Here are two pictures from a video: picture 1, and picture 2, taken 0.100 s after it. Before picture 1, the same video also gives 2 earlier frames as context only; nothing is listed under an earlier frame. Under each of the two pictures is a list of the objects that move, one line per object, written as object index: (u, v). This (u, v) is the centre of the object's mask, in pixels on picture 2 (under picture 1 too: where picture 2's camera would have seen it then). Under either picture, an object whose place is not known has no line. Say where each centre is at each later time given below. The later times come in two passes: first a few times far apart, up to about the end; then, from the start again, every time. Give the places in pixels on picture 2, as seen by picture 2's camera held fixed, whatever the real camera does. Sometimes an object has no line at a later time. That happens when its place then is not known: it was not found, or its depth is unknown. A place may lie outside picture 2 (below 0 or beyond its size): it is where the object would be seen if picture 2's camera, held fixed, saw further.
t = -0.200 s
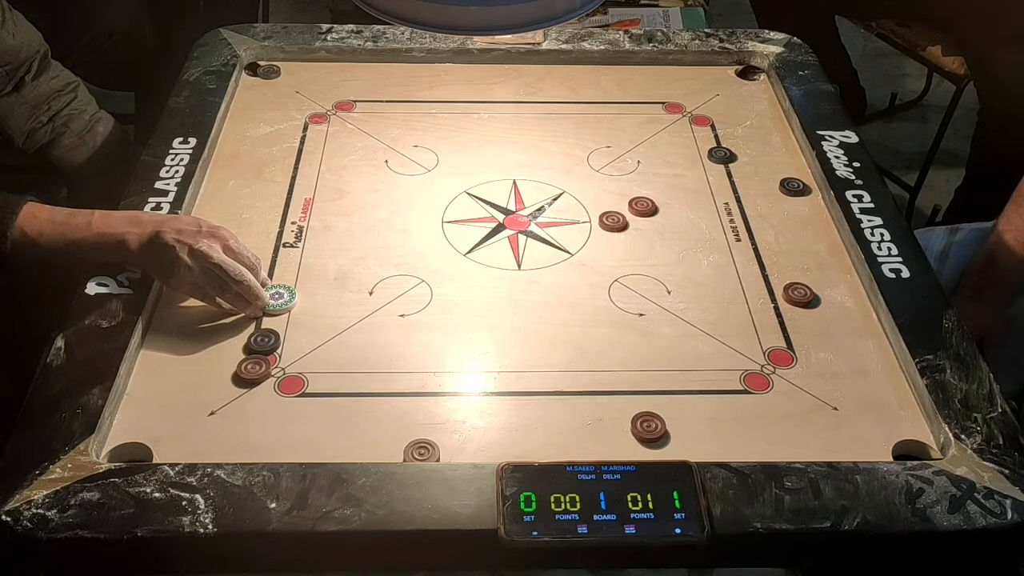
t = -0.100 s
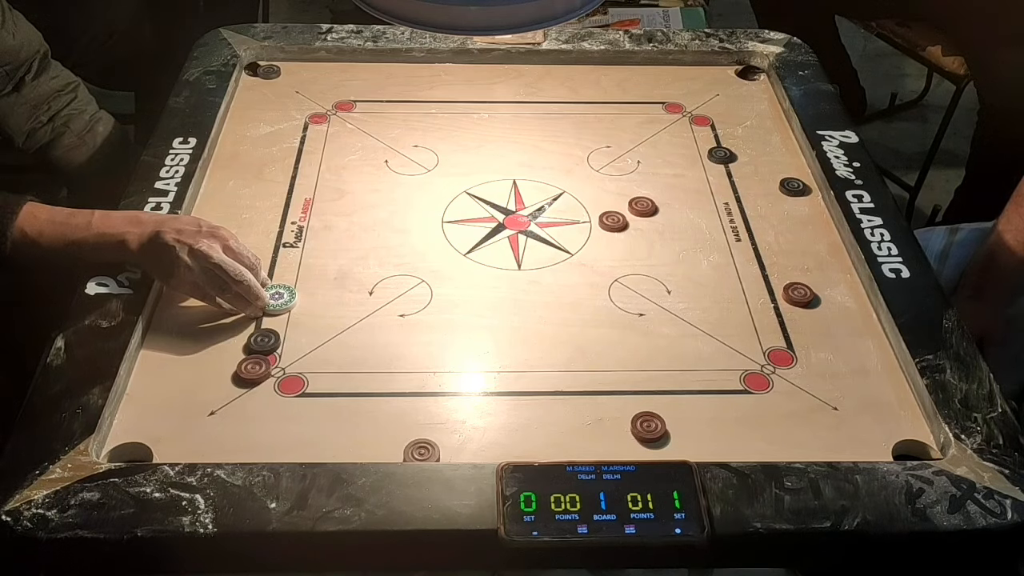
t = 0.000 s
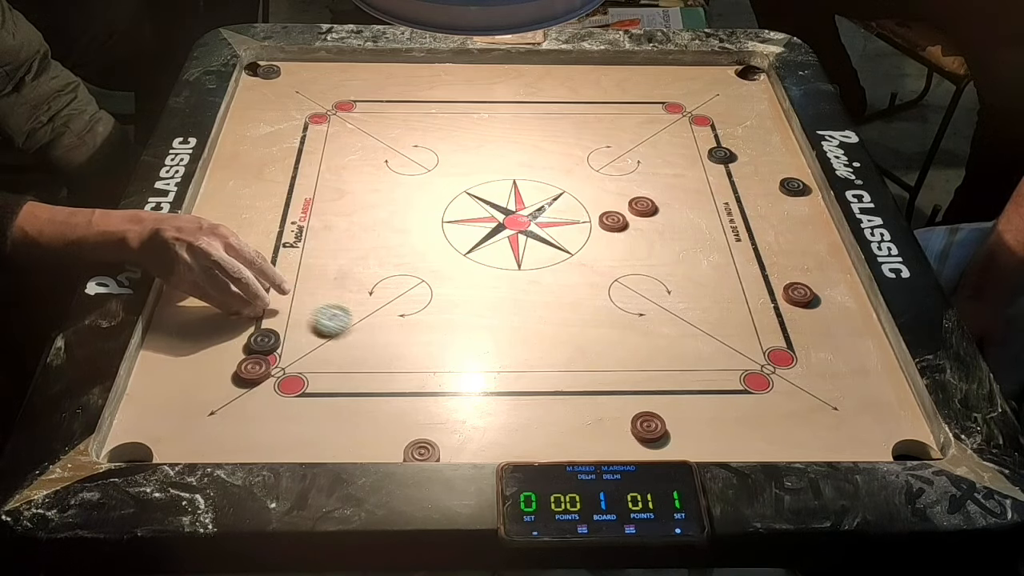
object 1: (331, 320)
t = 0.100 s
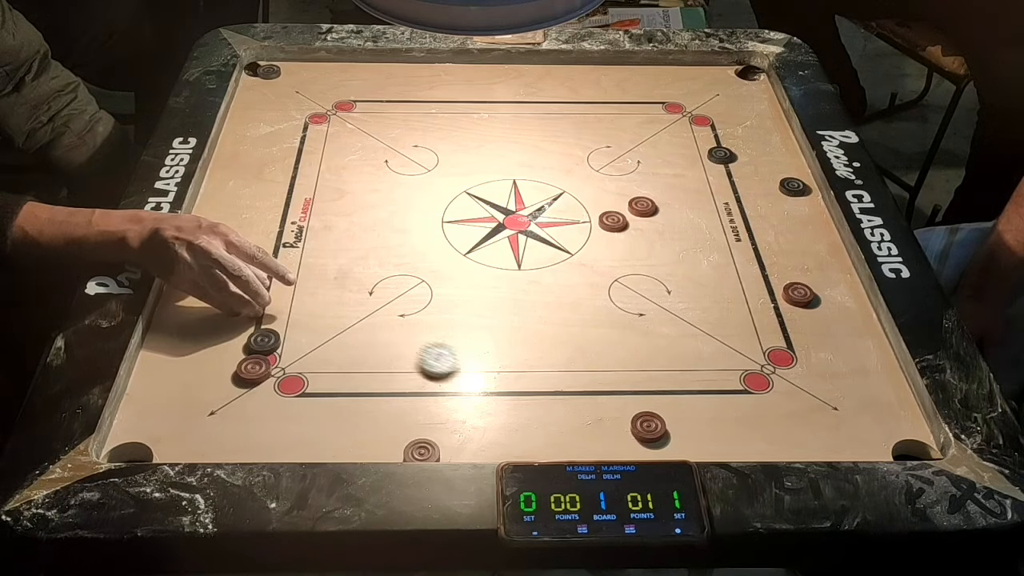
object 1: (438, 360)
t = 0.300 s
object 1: (622, 431)
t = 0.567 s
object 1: (682, 446)
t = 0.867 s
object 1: (683, 446)
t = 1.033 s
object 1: (683, 446)
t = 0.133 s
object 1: (473, 374)
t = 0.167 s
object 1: (508, 387)
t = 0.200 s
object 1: (541, 398)
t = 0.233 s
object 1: (574, 411)
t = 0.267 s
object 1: (607, 423)
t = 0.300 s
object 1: (622, 431)
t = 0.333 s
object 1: (635, 439)
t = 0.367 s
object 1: (647, 444)
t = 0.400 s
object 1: (658, 447)
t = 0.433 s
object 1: (667, 450)
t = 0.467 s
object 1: (673, 450)
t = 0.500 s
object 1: (677, 448)
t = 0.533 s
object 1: (680, 447)
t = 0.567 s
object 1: (682, 446)
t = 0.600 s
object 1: (683, 446)
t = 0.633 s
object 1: (683, 446)
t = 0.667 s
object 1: (683, 446)
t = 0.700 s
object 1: (683, 446)
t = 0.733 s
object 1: (683, 446)
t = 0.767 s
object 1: (683, 446)
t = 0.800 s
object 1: (683, 446)
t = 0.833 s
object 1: (683, 446)
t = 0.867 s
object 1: (683, 446)
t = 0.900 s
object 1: (683, 446)
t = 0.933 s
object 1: (683, 446)
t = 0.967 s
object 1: (683, 446)
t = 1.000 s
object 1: (683, 446)
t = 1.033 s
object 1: (683, 446)
